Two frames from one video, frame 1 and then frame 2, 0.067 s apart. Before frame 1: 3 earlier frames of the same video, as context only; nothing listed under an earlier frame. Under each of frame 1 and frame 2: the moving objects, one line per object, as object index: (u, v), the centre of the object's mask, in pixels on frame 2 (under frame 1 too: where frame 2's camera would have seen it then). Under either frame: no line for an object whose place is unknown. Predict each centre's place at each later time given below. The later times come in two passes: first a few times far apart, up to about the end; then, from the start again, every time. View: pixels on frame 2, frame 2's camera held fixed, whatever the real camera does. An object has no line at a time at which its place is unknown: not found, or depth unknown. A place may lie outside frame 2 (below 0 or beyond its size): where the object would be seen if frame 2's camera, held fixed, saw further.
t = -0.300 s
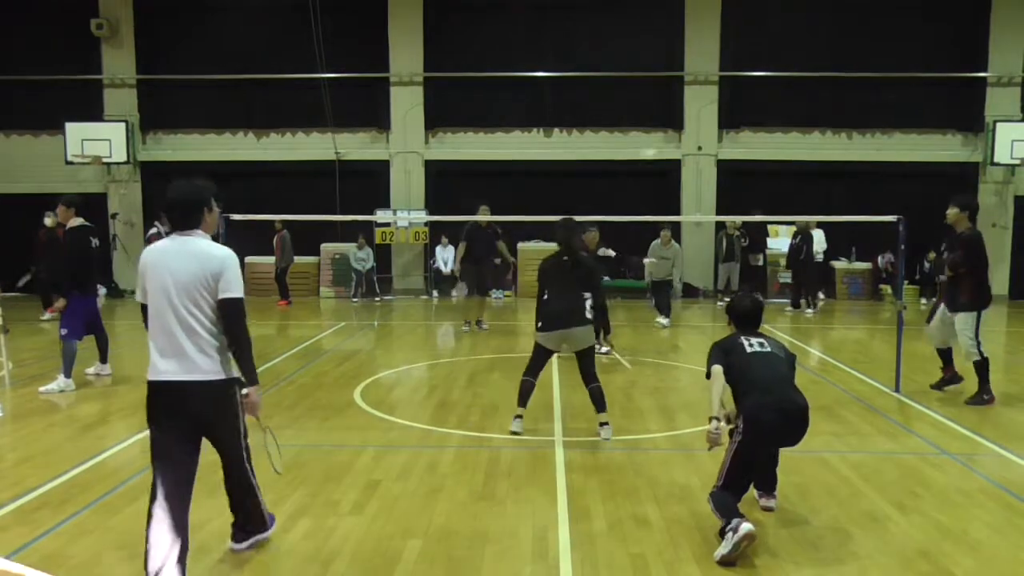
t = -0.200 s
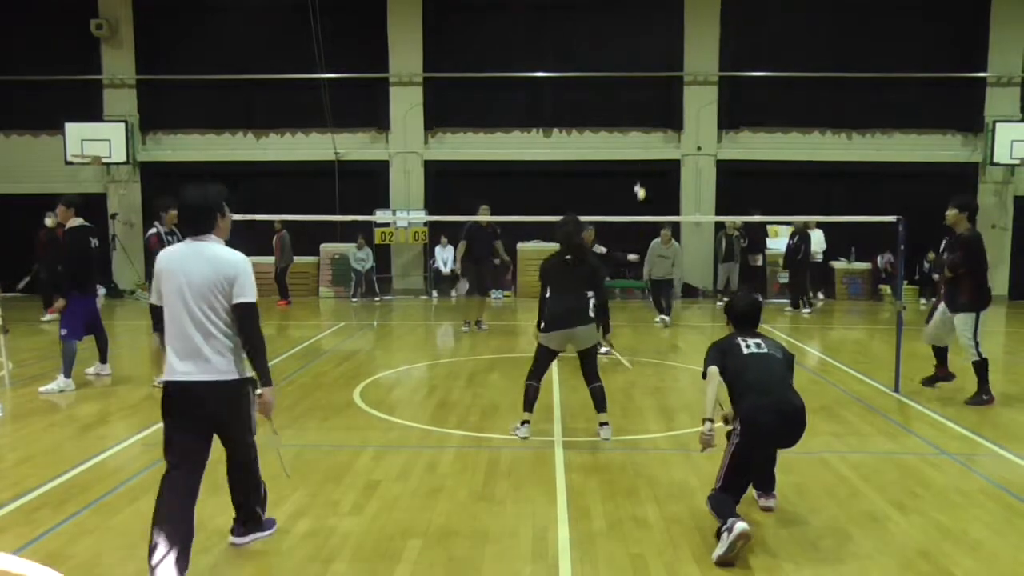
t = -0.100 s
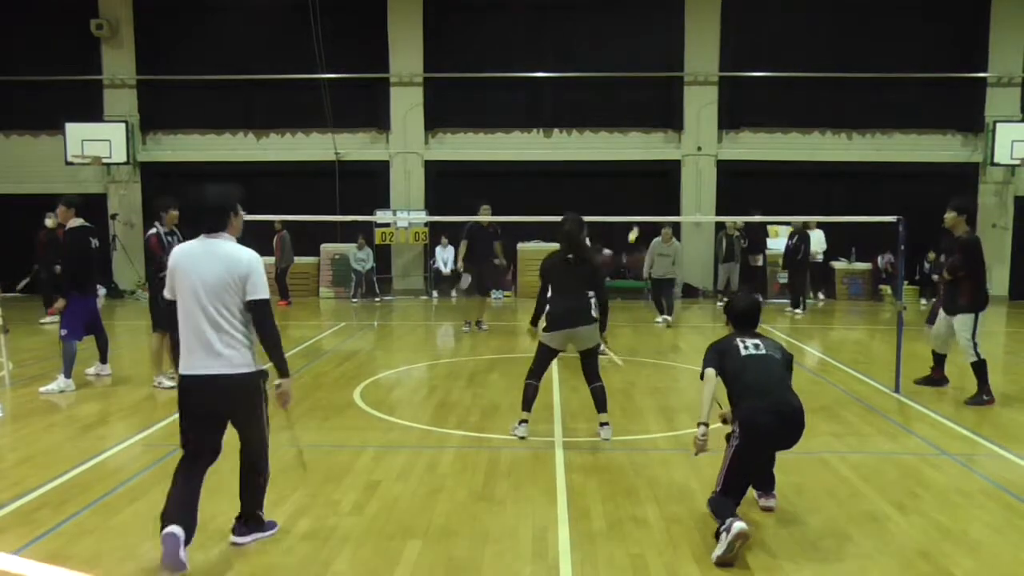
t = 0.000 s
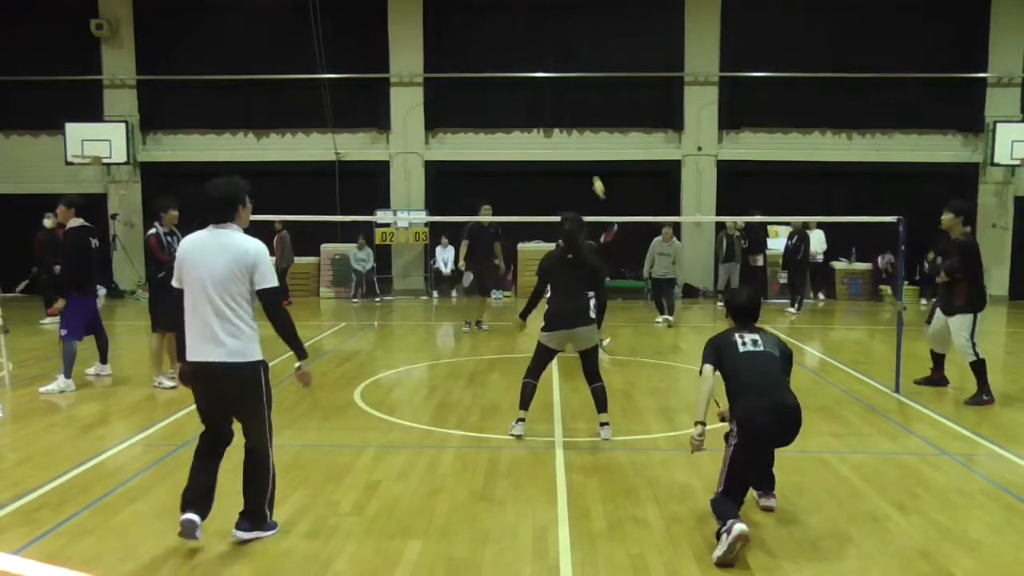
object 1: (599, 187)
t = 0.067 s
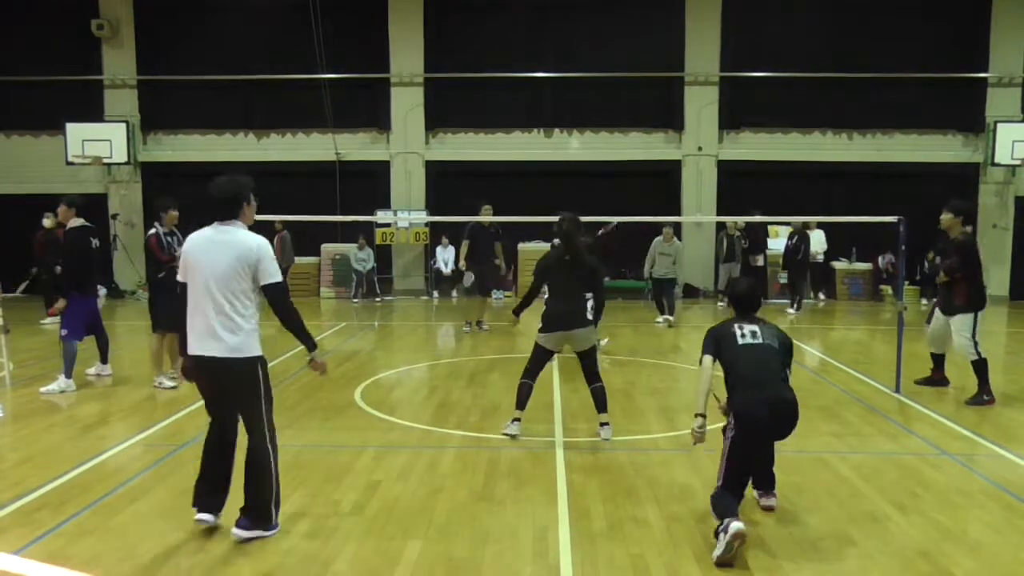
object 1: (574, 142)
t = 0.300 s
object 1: (494, 48)
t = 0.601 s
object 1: (399, 32)
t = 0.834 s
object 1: (328, 107)
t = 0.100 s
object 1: (562, 125)
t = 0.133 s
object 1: (550, 112)
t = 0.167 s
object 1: (539, 96)
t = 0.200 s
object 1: (528, 83)
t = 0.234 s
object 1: (516, 69)
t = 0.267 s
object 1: (505, 59)
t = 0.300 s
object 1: (494, 48)
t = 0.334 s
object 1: (482, 40)
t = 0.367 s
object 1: (471, 33)
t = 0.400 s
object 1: (461, 28)
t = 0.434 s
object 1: (450, 25)
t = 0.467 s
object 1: (440, 24)
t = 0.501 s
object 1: (429, 23)
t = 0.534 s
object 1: (419, 25)
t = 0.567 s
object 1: (410, 27)
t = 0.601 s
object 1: (399, 32)
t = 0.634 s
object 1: (389, 38)
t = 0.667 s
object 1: (379, 45)
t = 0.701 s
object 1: (369, 54)
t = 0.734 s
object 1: (359, 65)
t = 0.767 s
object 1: (348, 78)
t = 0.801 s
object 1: (338, 91)
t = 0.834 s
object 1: (328, 107)
